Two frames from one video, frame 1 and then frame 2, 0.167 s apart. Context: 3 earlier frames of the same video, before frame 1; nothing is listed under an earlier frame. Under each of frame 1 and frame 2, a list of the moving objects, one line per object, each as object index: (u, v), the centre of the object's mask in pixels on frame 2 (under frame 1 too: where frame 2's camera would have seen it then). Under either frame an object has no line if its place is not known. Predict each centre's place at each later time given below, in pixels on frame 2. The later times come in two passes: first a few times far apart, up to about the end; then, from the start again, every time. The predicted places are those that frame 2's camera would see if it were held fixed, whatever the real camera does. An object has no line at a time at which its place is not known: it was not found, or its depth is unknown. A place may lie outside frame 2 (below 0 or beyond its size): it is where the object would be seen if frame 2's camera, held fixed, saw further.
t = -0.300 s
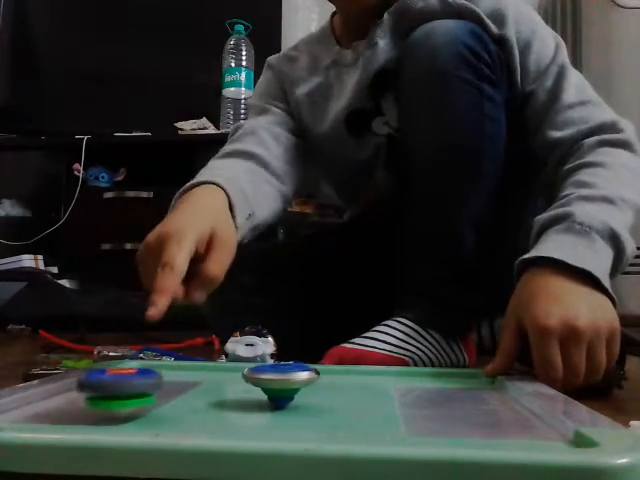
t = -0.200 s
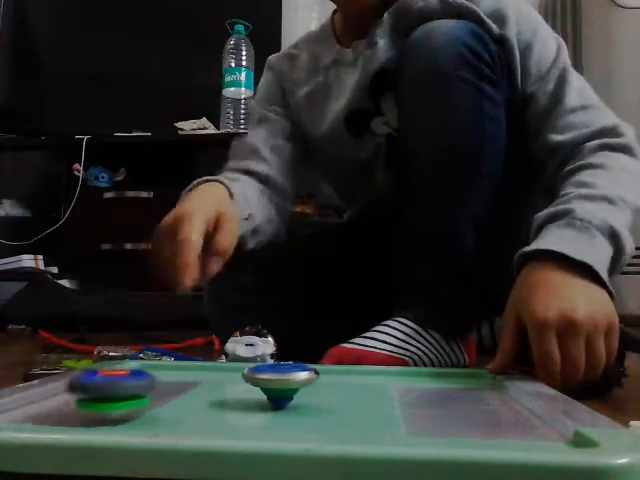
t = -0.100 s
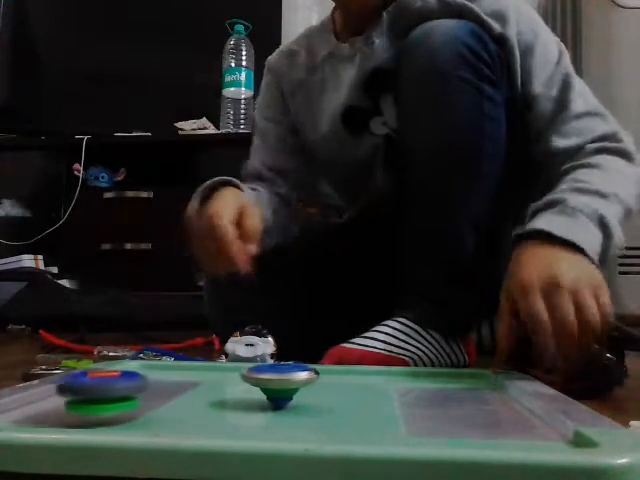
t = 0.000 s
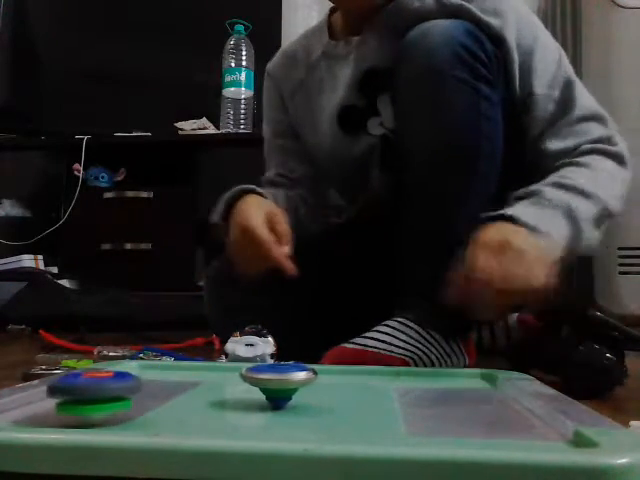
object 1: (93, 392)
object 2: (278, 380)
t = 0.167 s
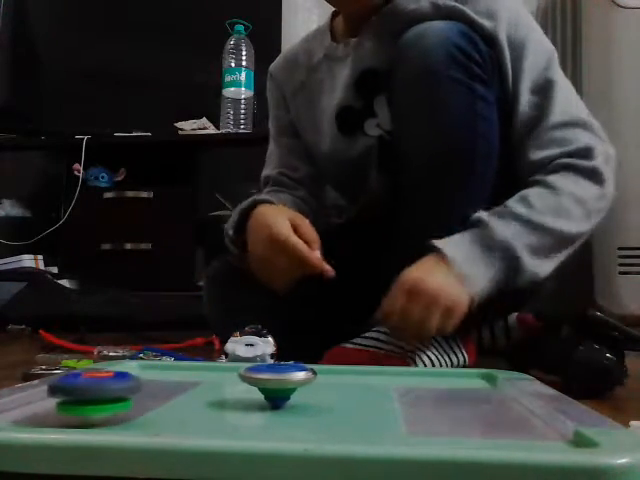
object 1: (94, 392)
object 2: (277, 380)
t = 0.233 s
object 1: (90, 392)
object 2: (276, 380)
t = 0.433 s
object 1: (81, 392)
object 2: (276, 380)
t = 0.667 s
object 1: (68, 390)
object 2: (275, 380)
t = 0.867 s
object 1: (65, 389)
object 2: (274, 380)
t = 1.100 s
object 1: (68, 387)
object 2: (274, 379)
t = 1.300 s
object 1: (74, 385)
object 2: (274, 379)
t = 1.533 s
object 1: (90, 385)
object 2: (274, 379)
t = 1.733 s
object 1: (109, 383)
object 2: (274, 379)
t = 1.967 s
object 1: (135, 384)
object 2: (273, 379)
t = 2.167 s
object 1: (160, 383)
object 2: (273, 379)
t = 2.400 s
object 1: (194, 386)
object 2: (272, 380)
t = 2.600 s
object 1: (202, 388)
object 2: (297, 379)
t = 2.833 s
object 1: (222, 391)
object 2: (311, 377)
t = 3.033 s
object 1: (242, 392)
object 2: (320, 377)
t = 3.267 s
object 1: (270, 392)
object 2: (329, 377)
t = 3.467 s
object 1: (294, 392)
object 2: (337, 375)
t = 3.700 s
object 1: (312, 390)
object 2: (345, 369)
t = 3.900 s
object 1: (325, 388)
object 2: (344, 366)
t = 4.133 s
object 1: (328, 389)
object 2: (343, 364)
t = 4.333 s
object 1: (325, 389)
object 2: (343, 363)
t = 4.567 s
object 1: (318, 387)
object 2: (345, 362)
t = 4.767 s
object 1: (310, 386)
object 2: (346, 365)
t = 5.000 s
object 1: (300, 382)
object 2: (343, 368)
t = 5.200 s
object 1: (242, 384)
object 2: (366, 365)
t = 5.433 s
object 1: (176, 386)
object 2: (396, 361)
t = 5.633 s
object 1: (142, 385)
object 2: (416, 362)
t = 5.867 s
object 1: (116, 381)
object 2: (435, 363)
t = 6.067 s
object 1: (110, 376)
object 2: (453, 365)
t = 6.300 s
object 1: (122, 370)
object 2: (464, 369)
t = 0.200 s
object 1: (92, 392)
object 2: (277, 380)
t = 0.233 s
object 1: (90, 392)
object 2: (276, 380)
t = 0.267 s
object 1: (89, 392)
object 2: (276, 380)
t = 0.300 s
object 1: (88, 392)
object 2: (276, 380)
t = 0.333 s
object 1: (86, 392)
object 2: (276, 380)
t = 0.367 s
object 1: (85, 392)
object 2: (276, 380)
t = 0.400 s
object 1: (83, 392)
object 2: (276, 380)
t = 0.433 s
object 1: (81, 392)
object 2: (276, 380)
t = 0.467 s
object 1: (79, 392)
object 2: (276, 380)
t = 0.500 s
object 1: (76, 392)
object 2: (276, 380)
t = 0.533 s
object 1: (74, 391)
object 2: (276, 380)
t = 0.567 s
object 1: (73, 391)
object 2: (275, 380)
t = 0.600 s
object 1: (71, 390)
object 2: (275, 380)
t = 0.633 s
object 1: (69, 390)
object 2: (275, 380)
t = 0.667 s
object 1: (68, 390)
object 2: (275, 380)
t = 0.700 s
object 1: (67, 389)
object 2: (275, 380)
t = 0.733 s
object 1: (67, 389)
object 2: (275, 380)
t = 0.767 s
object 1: (65, 389)
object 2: (275, 380)
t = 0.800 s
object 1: (65, 389)
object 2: (275, 380)
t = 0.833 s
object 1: (65, 389)
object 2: (275, 380)
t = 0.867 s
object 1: (65, 389)
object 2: (274, 380)
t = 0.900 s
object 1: (65, 388)
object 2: (274, 380)
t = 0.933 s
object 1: (65, 388)
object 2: (274, 380)
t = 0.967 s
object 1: (66, 388)
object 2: (274, 380)
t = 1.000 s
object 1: (66, 388)
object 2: (274, 380)
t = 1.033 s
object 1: (66, 387)
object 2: (274, 379)
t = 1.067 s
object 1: (67, 387)
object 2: (274, 379)
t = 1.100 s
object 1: (68, 387)
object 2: (274, 379)
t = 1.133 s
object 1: (69, 387)
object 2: (274, 379)
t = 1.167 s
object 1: (69, 386)
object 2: (274, 379)
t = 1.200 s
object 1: (71, 386)
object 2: (274, 379)
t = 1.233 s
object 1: (71, 386)
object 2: (274, 379)
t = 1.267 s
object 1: (73, 386)
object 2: (274, 379)
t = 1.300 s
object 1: (74, 385)
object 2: (274, 379)
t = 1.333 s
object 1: (76, 386)
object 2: (274, 379)
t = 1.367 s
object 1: (78, 385)
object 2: (274, 379)
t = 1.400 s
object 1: (80, 385)
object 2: (274, 379)
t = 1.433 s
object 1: (82, 385)
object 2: (274, 379)
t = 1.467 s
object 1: (84, 385)
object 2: (274, 379)
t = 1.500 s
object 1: (87, 385)
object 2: (274, 379)
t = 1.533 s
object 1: (90, 385)
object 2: (274, 379)
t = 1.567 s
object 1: (93, 384)
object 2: (274, 379)
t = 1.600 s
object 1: (96, 384)
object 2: (274, 379)
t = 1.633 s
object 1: (99, 384)
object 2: (274, 379)
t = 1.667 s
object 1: (102, 384)
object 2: (274, 379)
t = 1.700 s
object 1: (105, 383)
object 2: (274, 379)
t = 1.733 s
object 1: (109, 383)
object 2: (274, 379)
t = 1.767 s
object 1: (112, 383)
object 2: (274, 379)
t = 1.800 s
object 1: (116, 383)
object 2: (273, 379)
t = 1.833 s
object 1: (119, 383)
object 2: (273, 379)
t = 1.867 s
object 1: (123, 383)
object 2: (273, 379)
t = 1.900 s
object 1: (127, 383)
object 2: (273, 379)
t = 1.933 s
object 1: (131, 383)
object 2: (273, 379)
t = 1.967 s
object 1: (135, 384)
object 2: (273, 379)
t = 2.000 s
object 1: (140, 384)
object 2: (273, 379)
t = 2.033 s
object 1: (144, 384)
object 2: (273, 379)
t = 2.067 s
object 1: (148, 384)
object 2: (273, 379)
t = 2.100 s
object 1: (152, 383)
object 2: (273, 379)
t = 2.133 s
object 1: (156, 383)
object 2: (273, 379)
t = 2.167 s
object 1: (160, 383)
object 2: (273, 379)
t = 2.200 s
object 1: (165, 383)
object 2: (273, 379)
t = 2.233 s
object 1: (169, 384)
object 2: (272, 379)
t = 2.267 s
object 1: (174, 384)
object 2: (272, 379)
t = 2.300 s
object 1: (179, 384)
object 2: (272, 379)
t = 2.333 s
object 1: (184, 385)
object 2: (272, 380)
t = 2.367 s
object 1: (189, 385)
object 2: (272, 380)
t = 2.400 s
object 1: (194, 386)
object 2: (272, 380)
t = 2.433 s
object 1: (200, 386)
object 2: (273, 380)
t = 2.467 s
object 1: (199, 386)
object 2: (279, 380)
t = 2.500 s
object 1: (197, 387)
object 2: (288, 379)
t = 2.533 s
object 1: (198, 387)
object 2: (291, 379)
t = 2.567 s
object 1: (200, 387)
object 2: (294, 379)
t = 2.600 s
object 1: (202, 388)
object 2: (297, 379)
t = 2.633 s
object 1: (204, 388)
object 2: (299, 378)
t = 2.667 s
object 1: (207, 389)
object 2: (302, 378)
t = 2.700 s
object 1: (210, 389)
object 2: (304, 378)
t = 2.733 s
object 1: (212, 389)
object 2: (306, 378)
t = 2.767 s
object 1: (215, 390)
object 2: (308, 378)
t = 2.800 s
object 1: (218, 390)
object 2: (309, 377)
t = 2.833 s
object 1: (222, 391)
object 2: (311, 377)
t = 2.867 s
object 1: (225, 391)
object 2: (313, 377)
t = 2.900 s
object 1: (228, 391)
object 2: (314, 377)
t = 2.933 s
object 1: (232, 391)
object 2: (316, 377)
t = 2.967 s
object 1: (235, 392)
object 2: (317, 377)
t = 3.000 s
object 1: (239, 392)
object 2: (319, 377)
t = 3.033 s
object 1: (242, 392)
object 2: (320, 377)
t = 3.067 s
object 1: (247, 392)
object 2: (321, 377)
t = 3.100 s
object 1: (250, 392)
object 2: (323, 377)
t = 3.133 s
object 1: (254, 392)
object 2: (324, 377)
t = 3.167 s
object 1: (258, 392)
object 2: (325, 377)
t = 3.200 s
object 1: (262, 392)
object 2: (326, 377)
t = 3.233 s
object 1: (266, 392)
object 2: (327, 377)
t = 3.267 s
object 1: (270, 392)
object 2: (329, 377)
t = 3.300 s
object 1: (274, 392)
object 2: (330, 377)
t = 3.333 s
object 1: (278, 392)
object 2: (332, 377)
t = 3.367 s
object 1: (283, 392)
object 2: (333, 378)
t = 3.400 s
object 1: (287, 392)
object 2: (334, 377)
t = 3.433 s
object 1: (291, 392)
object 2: (335, 376)
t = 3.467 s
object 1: (294, 392)
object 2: (337, 375)
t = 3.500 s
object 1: (298, 392)
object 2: (337, 374)
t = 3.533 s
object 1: (300, 392)
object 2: (339, 374)
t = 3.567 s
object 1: (302, 391)
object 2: (341, 374)
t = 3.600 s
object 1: (304, 390)
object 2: (342, 373)
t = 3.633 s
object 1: (306, 390)
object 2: (344, 373)
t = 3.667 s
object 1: (309, 390)
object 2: (345, 371)
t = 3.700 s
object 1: (312, 390)
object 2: (345, 369)
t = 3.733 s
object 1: (314, 389)
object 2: (345, 369)
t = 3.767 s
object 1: (317, 389)
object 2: (345, 369)
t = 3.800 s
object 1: (319, 389)
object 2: (345, 368)
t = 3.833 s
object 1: (322, 389)
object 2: (345, 367)
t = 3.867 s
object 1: (323, 388)
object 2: (344, 367)
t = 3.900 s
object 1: (325, 388)
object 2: (344, 366)
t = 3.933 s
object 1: (327, 388)
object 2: (343, 366)
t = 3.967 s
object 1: (327, 387)
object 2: (343, 365)
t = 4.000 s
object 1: (328, 388)
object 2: (343, 365)
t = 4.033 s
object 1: (328, 388)
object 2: (342, 365)
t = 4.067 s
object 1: (328, 388)
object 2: (342, 364)
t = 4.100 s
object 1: (328, 388)
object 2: (342, 364)
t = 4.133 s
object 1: (328, 389)
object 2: (343, 364)
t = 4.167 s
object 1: (328, 389)
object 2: (343, 364)
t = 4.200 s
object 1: (328, 389)
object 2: (342, 363)
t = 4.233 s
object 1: (327, 389)
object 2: (343, 363)
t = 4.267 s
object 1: (327, 389)
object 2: (343, 363)
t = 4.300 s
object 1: (326, 389)
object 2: (343, 363)
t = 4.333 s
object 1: (325, 389)
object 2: (343, 363)
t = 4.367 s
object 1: (324, 388)
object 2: (343, 362)
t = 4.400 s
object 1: (324, 388)
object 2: (344, 362)
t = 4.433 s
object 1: (323, 388)
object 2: (344, 362)
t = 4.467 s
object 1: (322, 388)
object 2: (344, 362)
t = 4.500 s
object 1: (321, 388)
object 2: (344, 362)
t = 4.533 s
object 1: (319, 388)
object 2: (345, 362)
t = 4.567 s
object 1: (318, 387)
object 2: (345, 362)
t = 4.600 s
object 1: (317, 387)
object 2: (345, 362)
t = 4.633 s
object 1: (316, 387)
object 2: (346, 362)
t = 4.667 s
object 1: (315, 386)
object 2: (346, 363)
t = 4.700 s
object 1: (313, 386)
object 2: (346, 363)
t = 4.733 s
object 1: (312, 386)
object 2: (347, 364)
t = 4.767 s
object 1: (310, 386)
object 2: (346, 365)
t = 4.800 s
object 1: (309, 385)
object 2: (346, 366)
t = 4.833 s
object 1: (308, 385)
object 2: (346, 366)
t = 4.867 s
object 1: (306, 385)
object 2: (346, 367)
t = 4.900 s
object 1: (305, 384)
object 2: (345, 367)
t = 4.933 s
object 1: (303, 384)
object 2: (345, 367)
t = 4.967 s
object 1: (301, 382)
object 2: (344, 368)
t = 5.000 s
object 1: (300, 382)
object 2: (343, 368)
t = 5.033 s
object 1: (298, 382)
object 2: (342, 369)
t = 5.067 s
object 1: (297, 381)
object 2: (341, 370)
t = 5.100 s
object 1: (296, 381)
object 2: (340, 370)
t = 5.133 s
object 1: (294, 382)
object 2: (340, 370)
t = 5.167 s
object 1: (268, 382)
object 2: (352, 367)
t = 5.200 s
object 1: (242, 384)
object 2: (366, 365)
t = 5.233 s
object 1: (222, 386)
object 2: (375, 363)
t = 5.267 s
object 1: (208, 387)
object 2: (381, 363)
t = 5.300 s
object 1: (200, 387)
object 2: (385, 362)
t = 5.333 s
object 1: (193, 386)
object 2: (388, 362)
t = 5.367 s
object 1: (187, 387)
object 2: (390, 361)
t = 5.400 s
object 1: (181, 387)
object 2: (393, 361)
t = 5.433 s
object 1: (176, 386)
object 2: (396, 361)
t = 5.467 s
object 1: (169, 387)
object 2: (399, 361)
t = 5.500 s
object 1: (163, 386)
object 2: (402, 361)
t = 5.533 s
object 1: (157, 385)
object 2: (406, 361)
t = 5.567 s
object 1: (152, 385)
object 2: (409, 361)
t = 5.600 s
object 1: (146, 385)
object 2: (413, 361)
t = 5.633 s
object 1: (142, 385)
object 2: (416, 362)
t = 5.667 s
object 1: (138, 384)
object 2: (420, 361)
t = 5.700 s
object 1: (134, 384)
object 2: (423, 361)
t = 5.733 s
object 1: (129, 383)
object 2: (427, 362)
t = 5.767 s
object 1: (125, 383)
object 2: (429, 362)
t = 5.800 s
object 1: (122, 382)
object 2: (432, 362)
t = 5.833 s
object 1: (119, 382)
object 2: (433, 363)
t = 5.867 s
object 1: (116, 381)
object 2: (435, 363)
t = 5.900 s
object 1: (114, 380)
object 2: (438, 364)
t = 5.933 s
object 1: (112, 379)
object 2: (442, 364)
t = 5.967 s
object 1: (111, 379)
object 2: (445, 364)
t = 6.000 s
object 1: (111, 378)
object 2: (447, 365)
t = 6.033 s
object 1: (111, 377)
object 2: (450, 365)
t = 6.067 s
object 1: (110, 376)
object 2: (453, 365)
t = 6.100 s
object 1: (111, 375)
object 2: (455, 366)
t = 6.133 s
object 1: (112, 374)
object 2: (457, 366)
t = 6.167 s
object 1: (114, 374)
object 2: (459, 367)
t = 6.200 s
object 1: (115, 373)
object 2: (461, 367)
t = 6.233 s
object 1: (117, 372)
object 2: (462, 368)
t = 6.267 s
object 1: (119, 371)
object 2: (464, 368)
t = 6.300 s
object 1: (122, 370)
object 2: (464, 369)
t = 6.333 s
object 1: (125, 370)
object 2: (465, 369)
